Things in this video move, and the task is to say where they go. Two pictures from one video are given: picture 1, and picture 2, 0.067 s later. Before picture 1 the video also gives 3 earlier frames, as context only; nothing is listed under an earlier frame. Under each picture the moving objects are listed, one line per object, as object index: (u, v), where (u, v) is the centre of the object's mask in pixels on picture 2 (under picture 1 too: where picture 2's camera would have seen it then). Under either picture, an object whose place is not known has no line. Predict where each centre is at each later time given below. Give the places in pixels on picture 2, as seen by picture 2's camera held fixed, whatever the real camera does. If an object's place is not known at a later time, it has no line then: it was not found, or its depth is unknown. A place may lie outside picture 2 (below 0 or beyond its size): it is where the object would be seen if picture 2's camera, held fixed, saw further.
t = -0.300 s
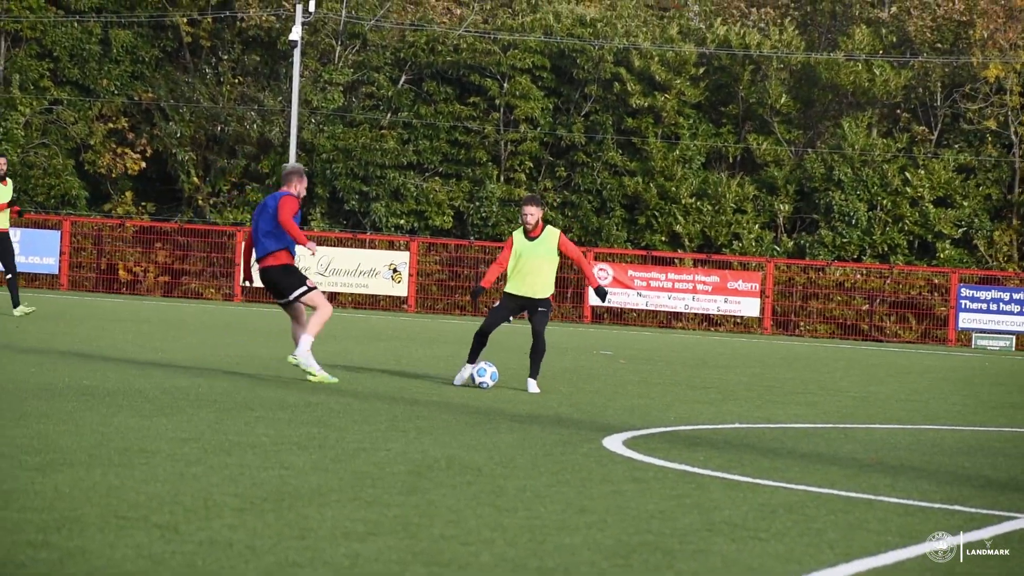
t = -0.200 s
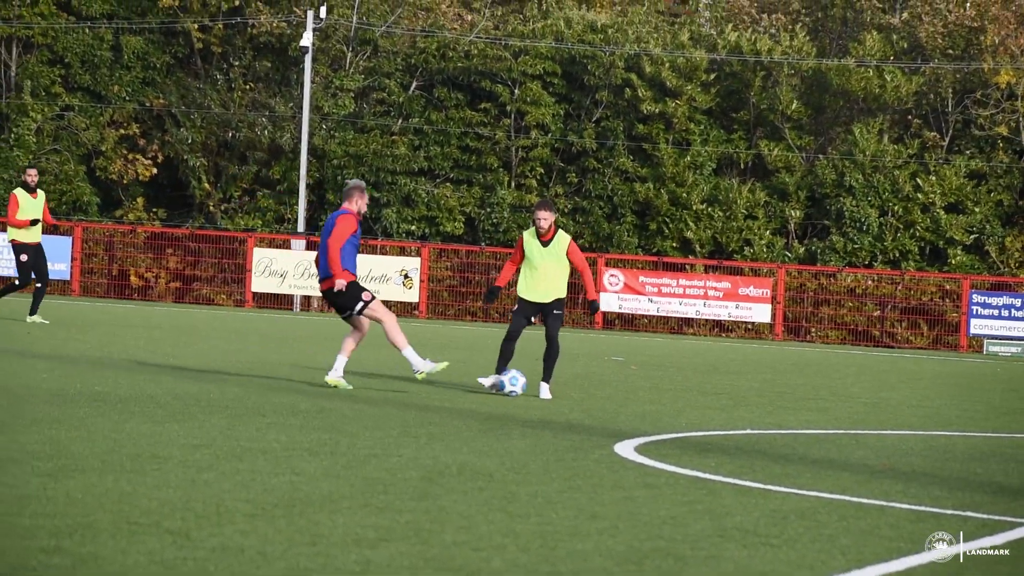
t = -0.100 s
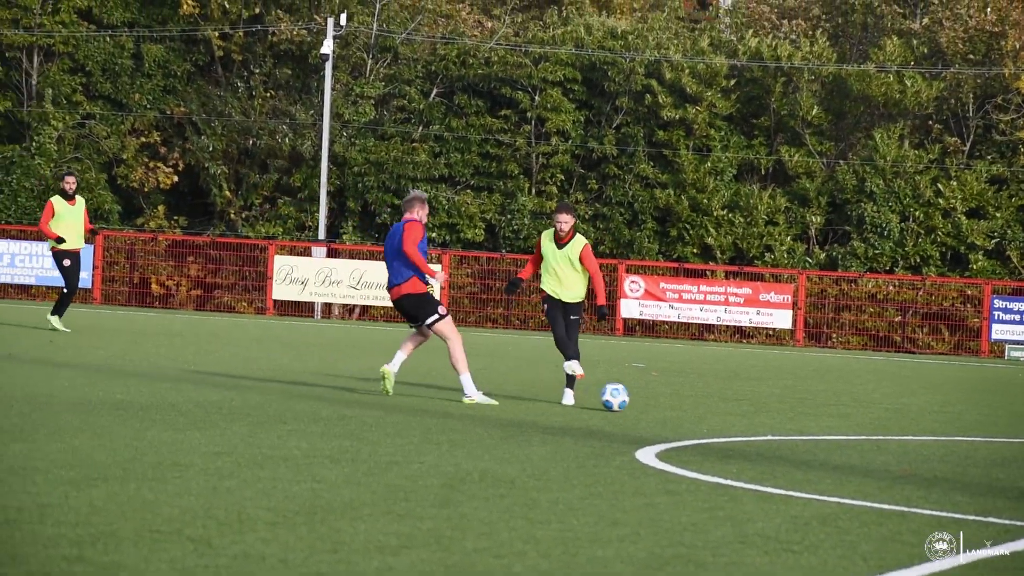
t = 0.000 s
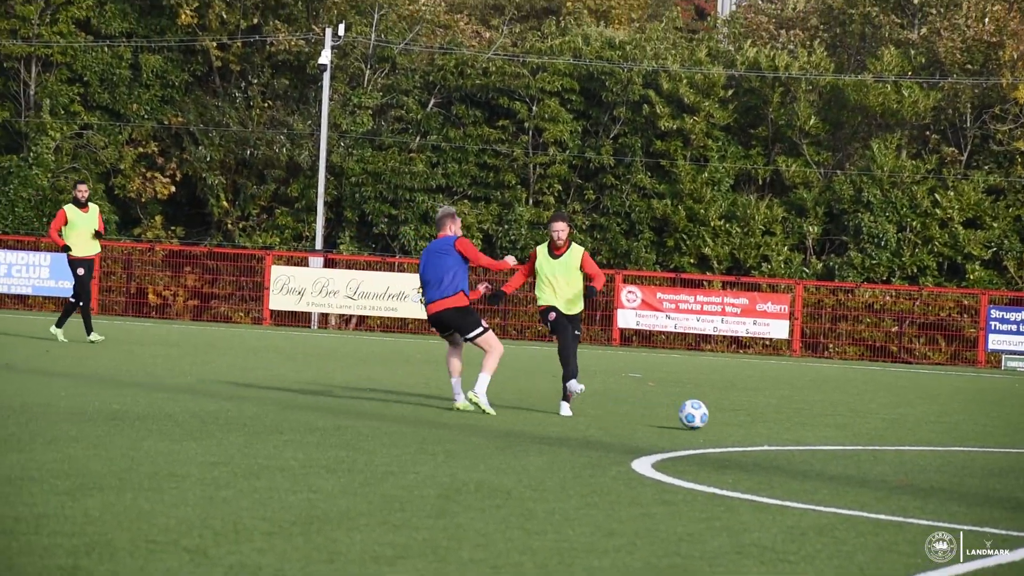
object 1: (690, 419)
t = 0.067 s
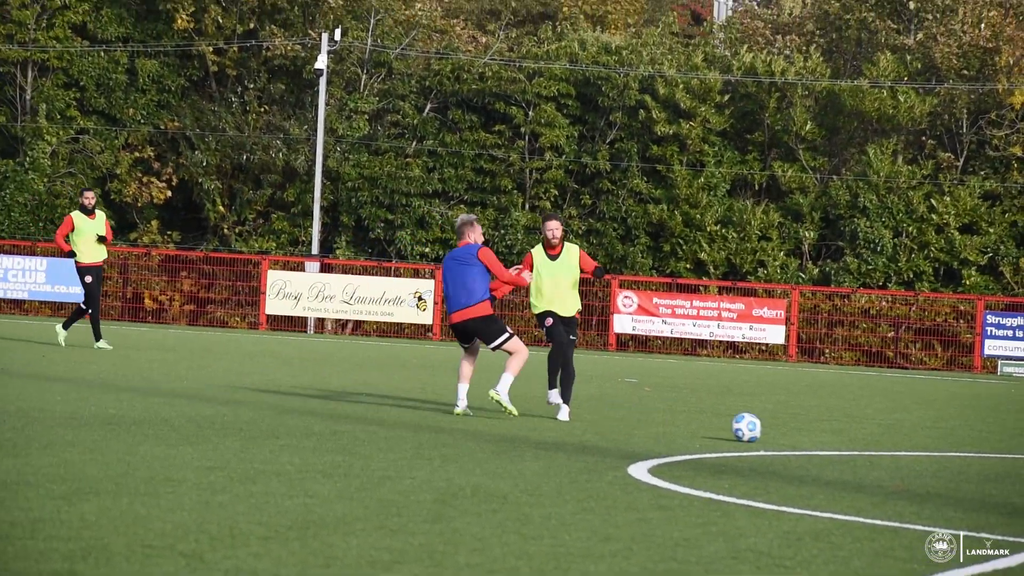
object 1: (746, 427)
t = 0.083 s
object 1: (761, 430)
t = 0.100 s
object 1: (775, 431)
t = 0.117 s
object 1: (789, 431)
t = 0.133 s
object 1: (803, 432)
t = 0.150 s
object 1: (818, 434)
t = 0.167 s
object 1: (833, 435)
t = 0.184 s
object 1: (847, 437)
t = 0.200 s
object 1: (862, 440)
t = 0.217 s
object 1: (877, 442)
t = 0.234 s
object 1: (893, 443)
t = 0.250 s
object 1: (908, 443)
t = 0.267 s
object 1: (923, 445)
